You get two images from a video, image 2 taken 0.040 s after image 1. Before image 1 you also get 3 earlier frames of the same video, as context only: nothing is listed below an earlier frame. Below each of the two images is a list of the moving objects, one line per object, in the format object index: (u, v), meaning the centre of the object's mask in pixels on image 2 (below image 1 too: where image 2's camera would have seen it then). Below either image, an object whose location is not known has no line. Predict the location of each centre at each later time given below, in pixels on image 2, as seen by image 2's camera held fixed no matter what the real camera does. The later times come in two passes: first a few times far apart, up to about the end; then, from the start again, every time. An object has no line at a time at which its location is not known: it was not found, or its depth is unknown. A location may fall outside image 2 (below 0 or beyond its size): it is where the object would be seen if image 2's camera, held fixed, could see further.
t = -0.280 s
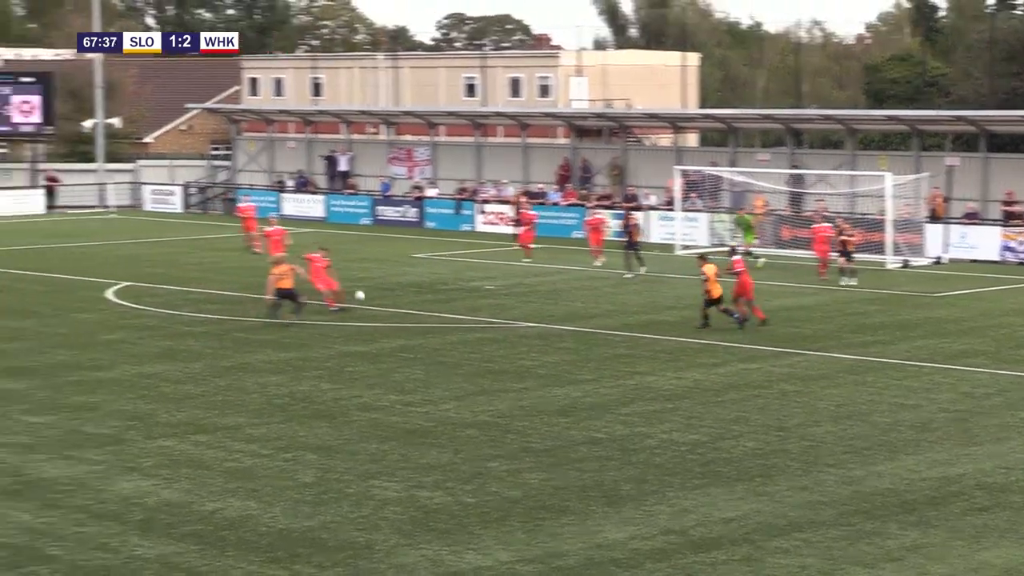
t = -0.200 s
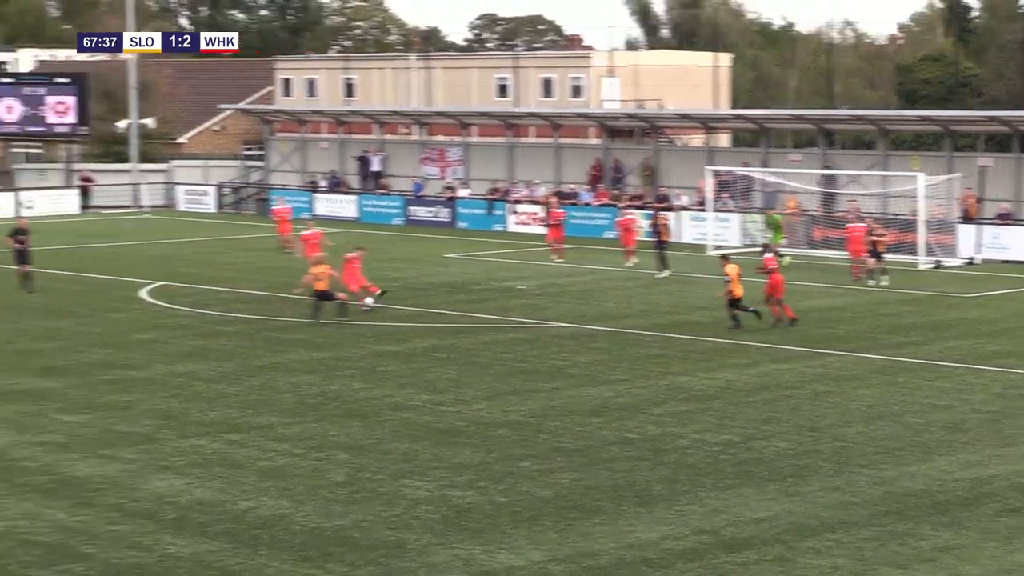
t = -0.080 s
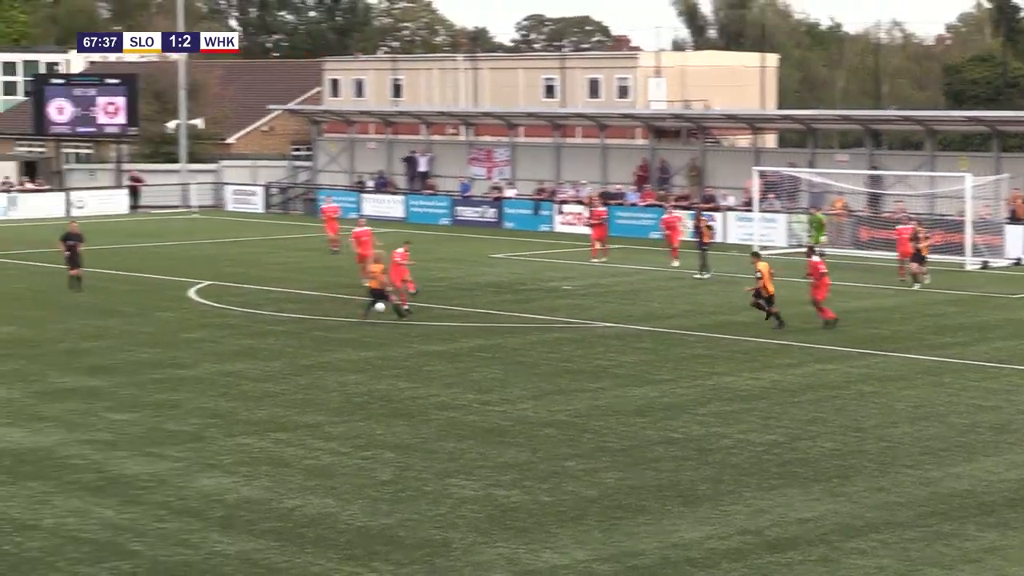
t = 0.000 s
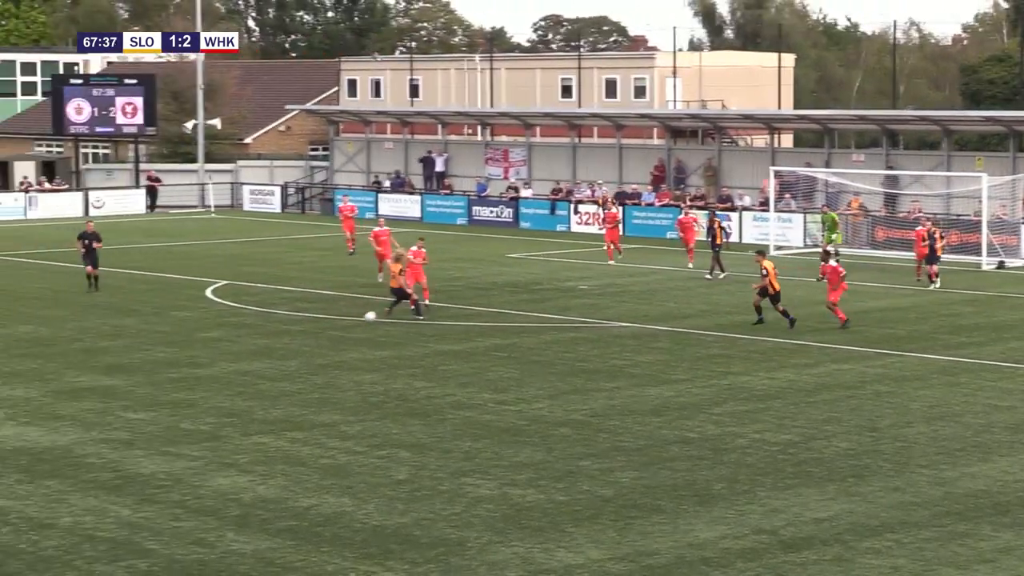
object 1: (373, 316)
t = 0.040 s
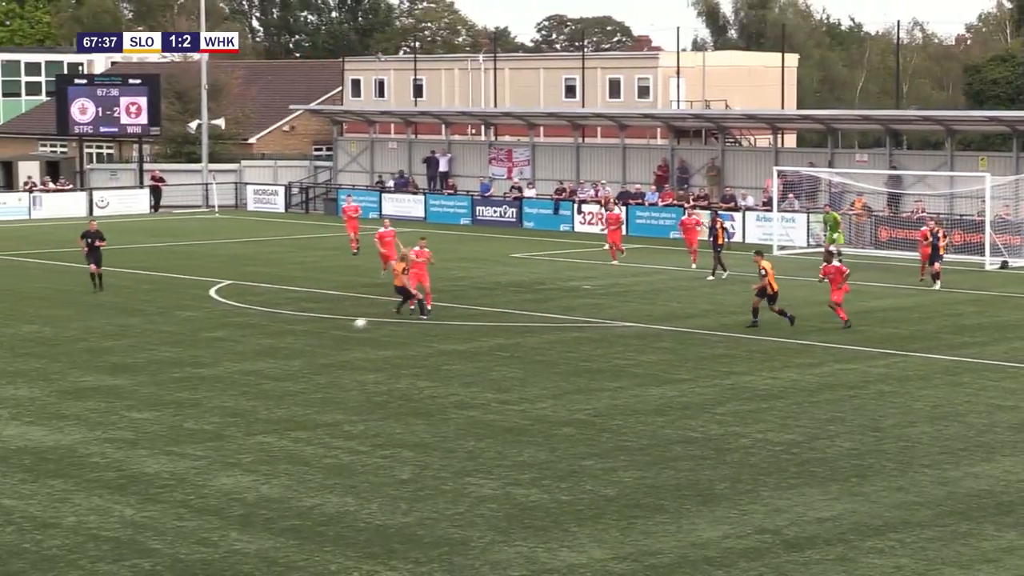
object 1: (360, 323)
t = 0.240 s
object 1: (288, 341)
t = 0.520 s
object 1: (173, 370)
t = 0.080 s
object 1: (346, 331)
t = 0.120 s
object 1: (332, 342)
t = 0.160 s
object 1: (318, 343)
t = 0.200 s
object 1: (303, 341)
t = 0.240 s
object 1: (288, 341)
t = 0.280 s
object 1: (273, 341)
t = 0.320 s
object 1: (258, 343)
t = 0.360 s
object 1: (241, 346)
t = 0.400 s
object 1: (225, 350)
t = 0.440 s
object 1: (208, 355)
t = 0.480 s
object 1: (191, 362)
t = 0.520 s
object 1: (173, 370)
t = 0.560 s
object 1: (155, 377)
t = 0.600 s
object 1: (136, 378)
